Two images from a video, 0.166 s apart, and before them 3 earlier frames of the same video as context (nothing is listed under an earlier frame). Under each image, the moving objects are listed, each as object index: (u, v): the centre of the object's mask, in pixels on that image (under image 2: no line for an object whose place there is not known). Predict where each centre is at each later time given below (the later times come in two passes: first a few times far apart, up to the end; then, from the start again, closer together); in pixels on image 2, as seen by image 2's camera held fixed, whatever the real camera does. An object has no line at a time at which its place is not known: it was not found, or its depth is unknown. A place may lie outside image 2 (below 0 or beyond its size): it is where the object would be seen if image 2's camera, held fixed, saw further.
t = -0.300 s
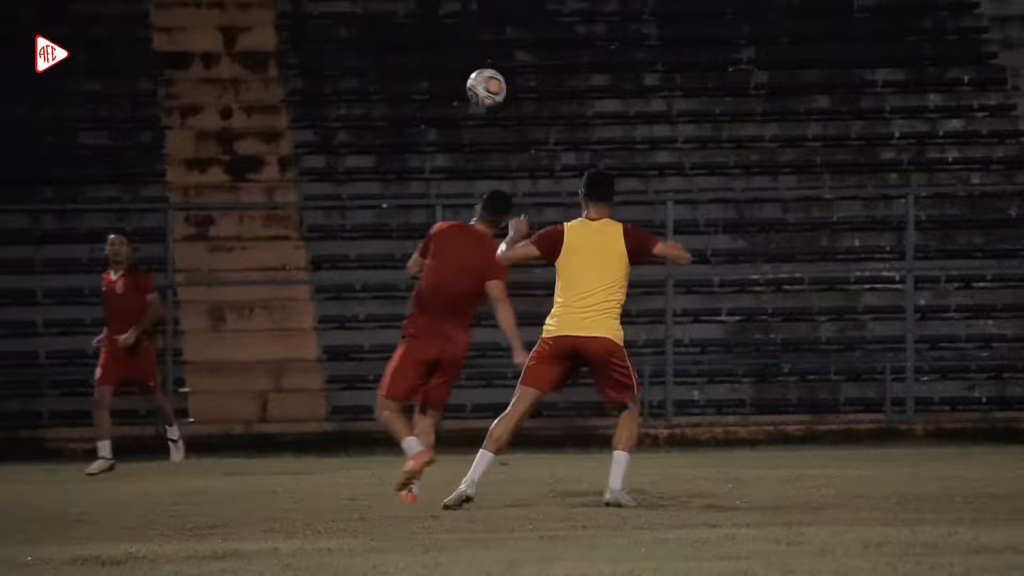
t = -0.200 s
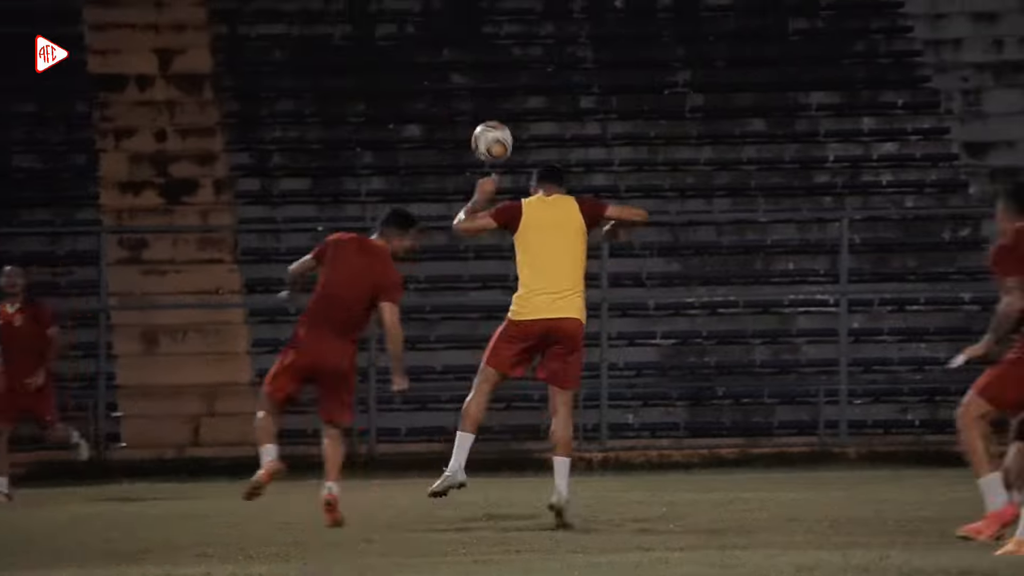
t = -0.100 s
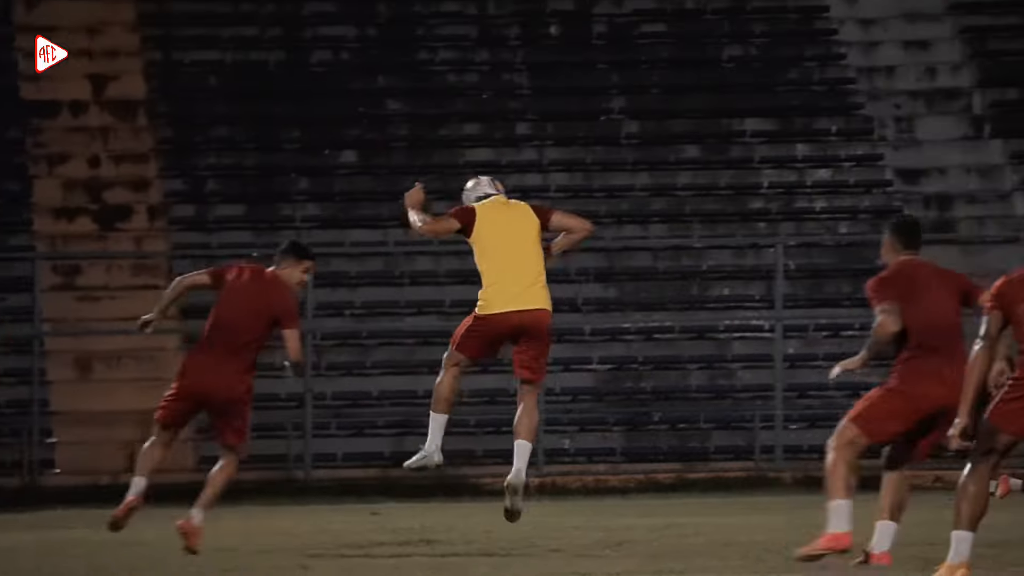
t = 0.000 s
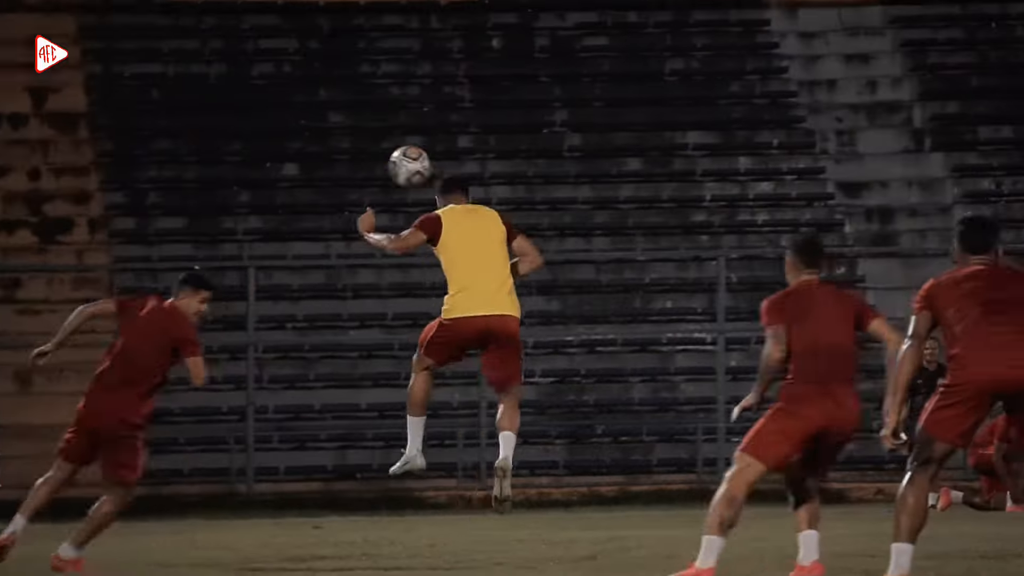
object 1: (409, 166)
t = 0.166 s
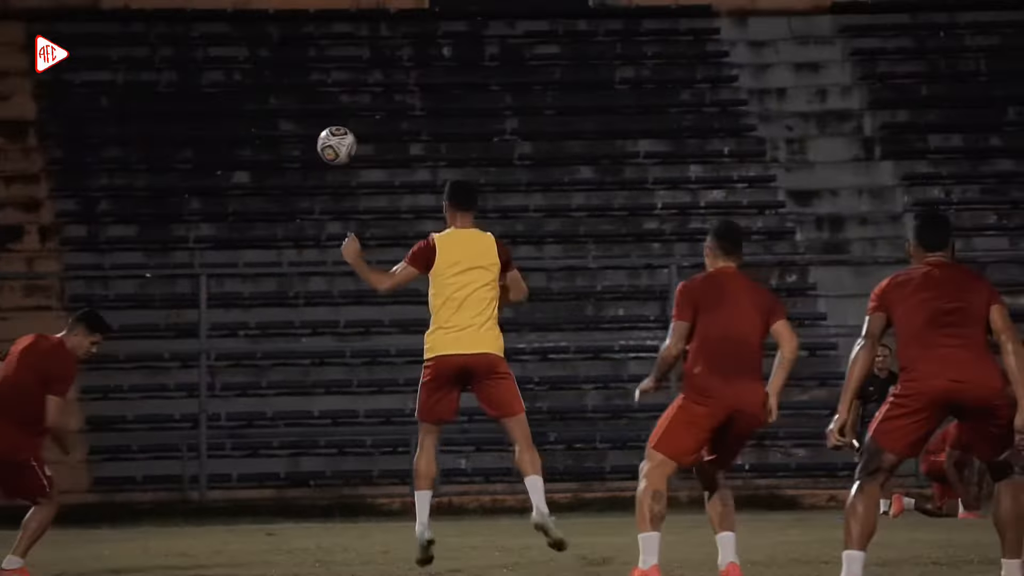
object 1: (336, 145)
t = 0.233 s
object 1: (325, 148)
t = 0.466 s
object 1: (298, 204)
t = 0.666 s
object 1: (272, 307)
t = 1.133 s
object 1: (232, 449)
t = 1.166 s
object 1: (231, 440)
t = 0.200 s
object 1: (331, 145)
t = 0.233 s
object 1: (325, 148)
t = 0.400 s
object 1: (306, 181)
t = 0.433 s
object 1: (302, 192)
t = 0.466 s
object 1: (298, 204)
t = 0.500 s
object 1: (293, 218)
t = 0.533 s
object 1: (289, 234)
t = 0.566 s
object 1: (284, 251)
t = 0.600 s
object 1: (280, 268)
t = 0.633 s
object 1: (276, 287)
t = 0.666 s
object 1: (272, 307)
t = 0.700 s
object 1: (268, 328)
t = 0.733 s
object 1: (264, 351)
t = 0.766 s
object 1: (260, 375)
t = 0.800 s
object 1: (257, 400)
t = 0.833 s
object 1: (252, 424)
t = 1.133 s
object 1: (232, 449)
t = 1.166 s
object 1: (231, 440)
